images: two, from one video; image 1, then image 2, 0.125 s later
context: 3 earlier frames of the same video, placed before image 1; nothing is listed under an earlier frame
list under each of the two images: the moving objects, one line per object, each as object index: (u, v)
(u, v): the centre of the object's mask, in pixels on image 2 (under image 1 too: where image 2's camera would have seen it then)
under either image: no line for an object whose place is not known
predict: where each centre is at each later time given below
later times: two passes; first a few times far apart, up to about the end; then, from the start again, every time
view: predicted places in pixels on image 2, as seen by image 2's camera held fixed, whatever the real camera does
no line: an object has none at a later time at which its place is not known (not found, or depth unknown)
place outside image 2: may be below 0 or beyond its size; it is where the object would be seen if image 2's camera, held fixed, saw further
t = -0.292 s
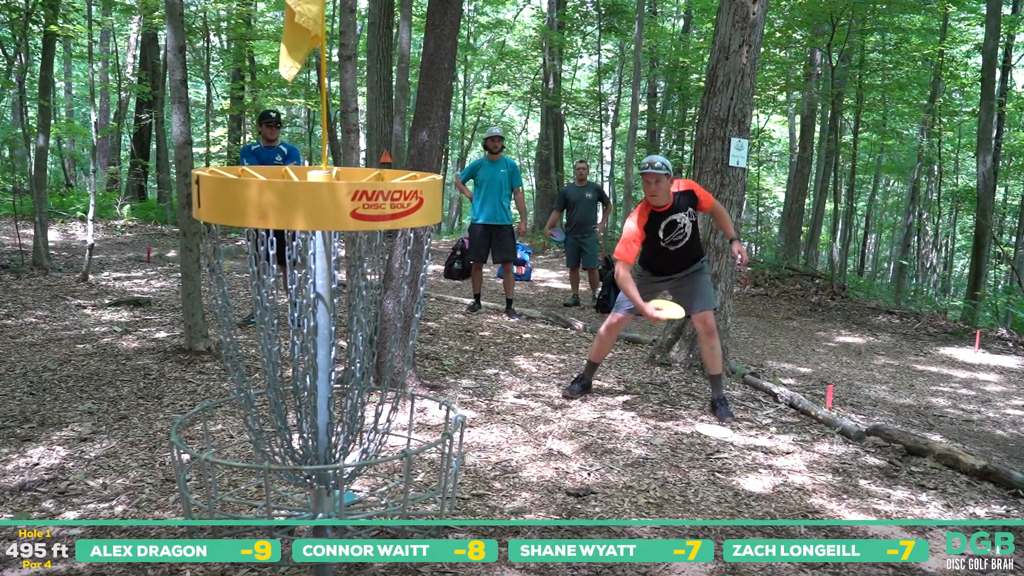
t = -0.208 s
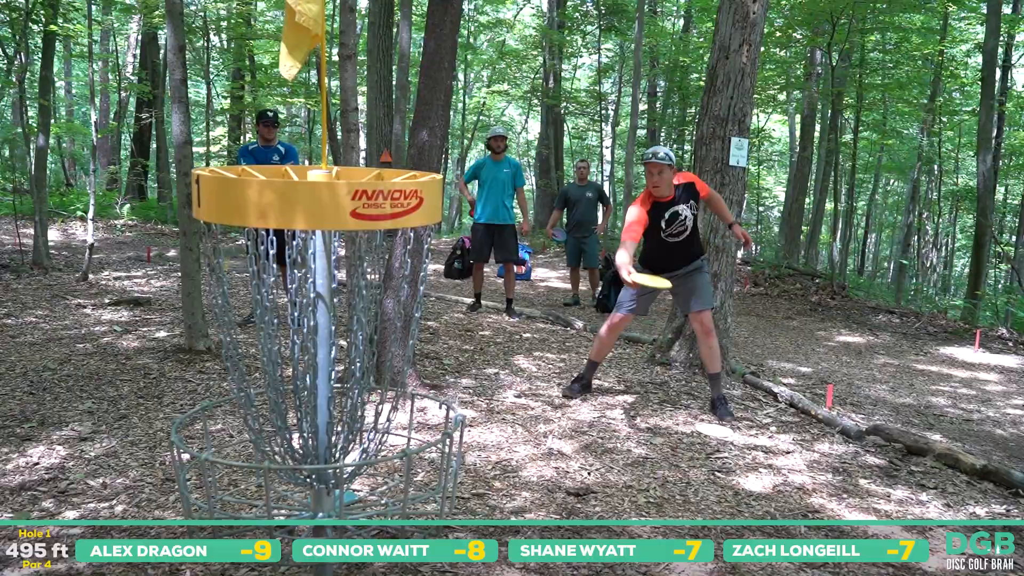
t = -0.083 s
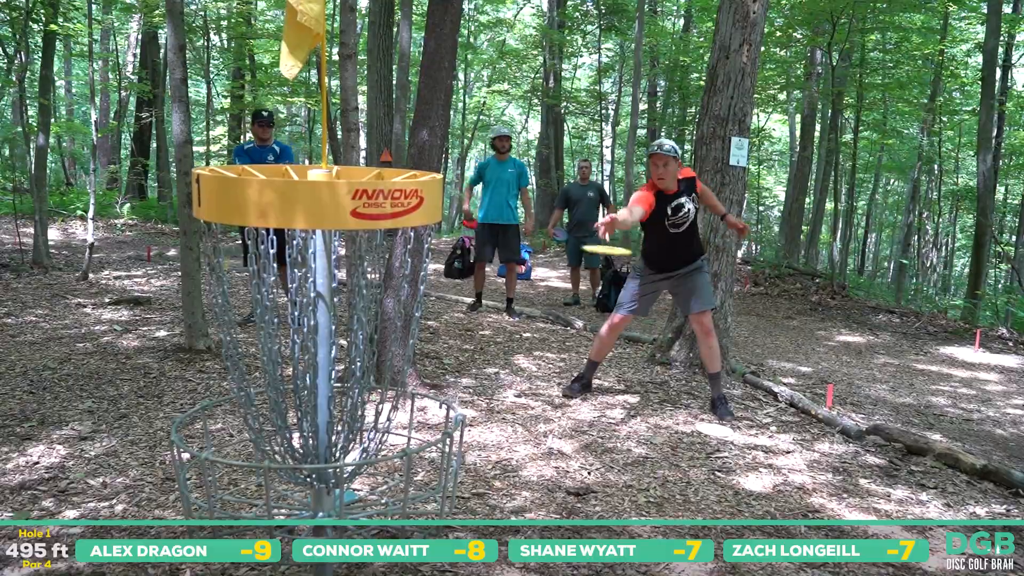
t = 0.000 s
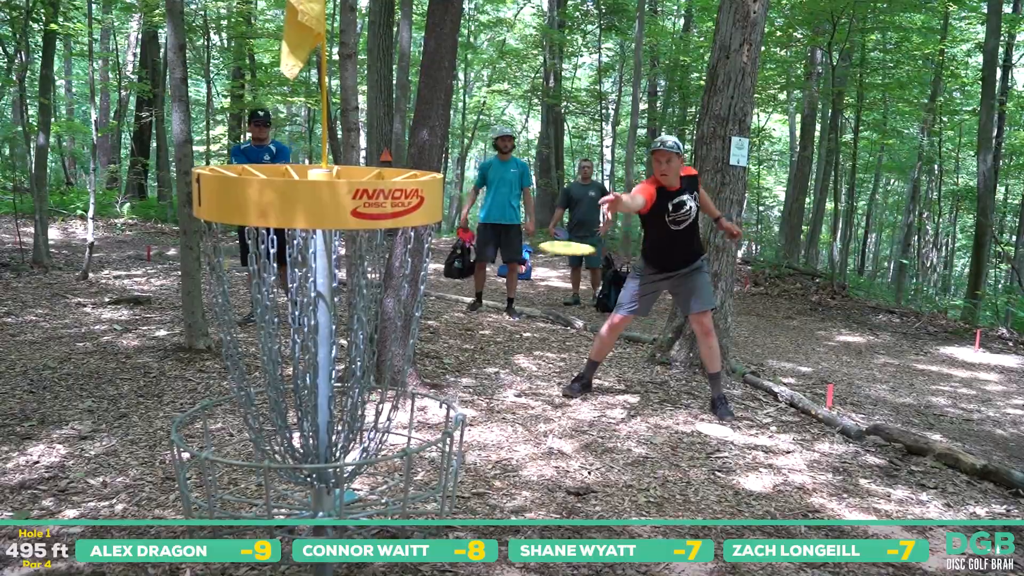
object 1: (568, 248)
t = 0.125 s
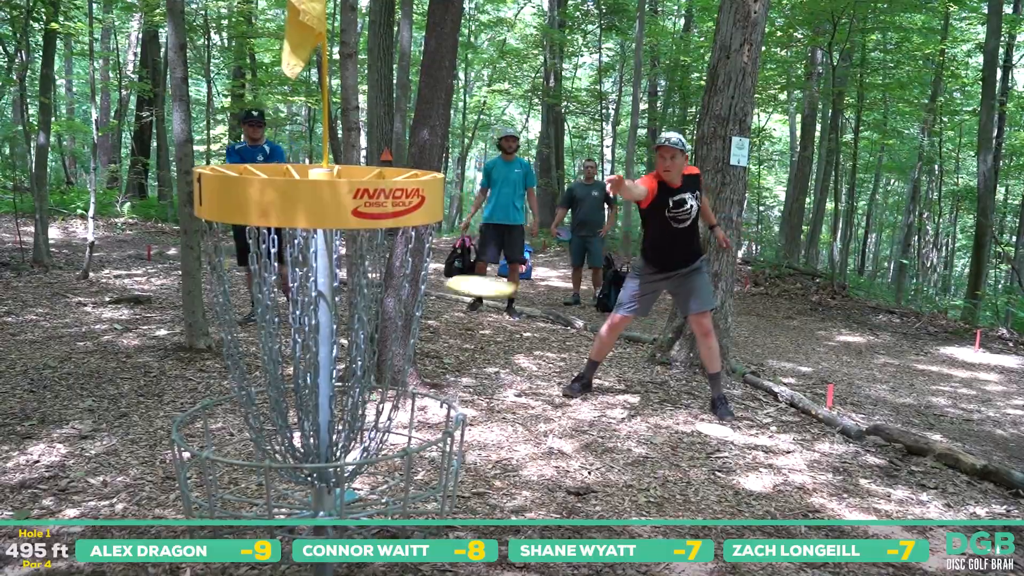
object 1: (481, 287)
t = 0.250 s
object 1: (372, 377)
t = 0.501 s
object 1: (364, 449)
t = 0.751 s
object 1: (404, 477)
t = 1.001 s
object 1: (402, 496)
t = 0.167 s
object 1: (449, 312)
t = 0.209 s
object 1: (401, 347)
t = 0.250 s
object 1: (372, 377)
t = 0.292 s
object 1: (368, 398)
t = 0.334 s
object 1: (372, 417)
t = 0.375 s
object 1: (369, 430)
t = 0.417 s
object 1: (364, 448)
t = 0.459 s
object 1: (365, 445)
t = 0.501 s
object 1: (364, 449)
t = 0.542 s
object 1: (367, 458)
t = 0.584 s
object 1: (370, 469)
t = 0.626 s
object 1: (380, 465)
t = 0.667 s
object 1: (388, 469)
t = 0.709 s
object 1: (395, 476)
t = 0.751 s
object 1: (404, 477)
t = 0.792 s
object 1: (410, 487)
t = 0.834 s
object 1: (409, 485)
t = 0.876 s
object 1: (408, 485)
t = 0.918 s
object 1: (404, 490)
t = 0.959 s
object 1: (402, 497)
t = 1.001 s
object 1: (402, 496)
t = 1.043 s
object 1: (402, 497)
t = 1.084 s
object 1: (402, 498)
